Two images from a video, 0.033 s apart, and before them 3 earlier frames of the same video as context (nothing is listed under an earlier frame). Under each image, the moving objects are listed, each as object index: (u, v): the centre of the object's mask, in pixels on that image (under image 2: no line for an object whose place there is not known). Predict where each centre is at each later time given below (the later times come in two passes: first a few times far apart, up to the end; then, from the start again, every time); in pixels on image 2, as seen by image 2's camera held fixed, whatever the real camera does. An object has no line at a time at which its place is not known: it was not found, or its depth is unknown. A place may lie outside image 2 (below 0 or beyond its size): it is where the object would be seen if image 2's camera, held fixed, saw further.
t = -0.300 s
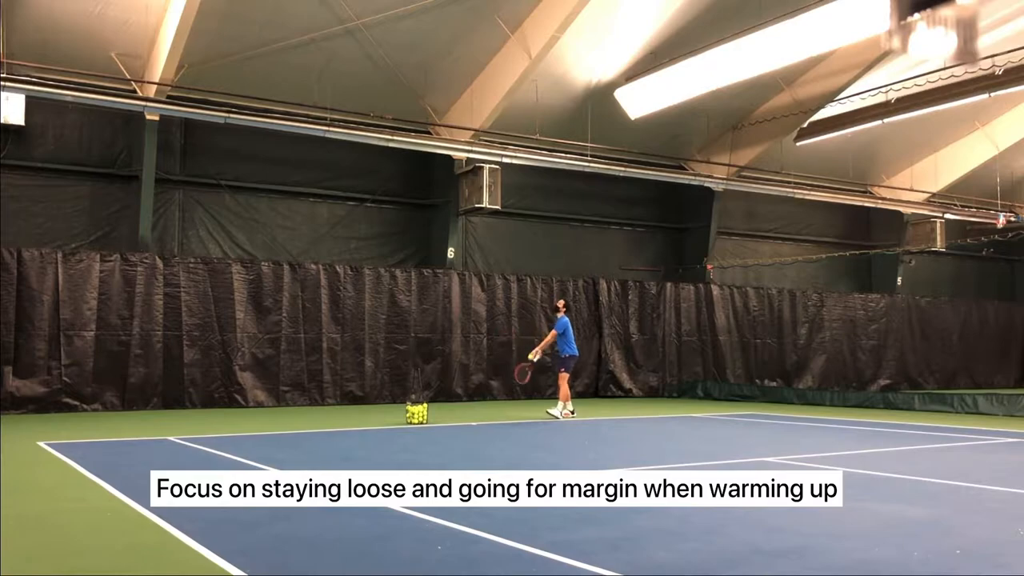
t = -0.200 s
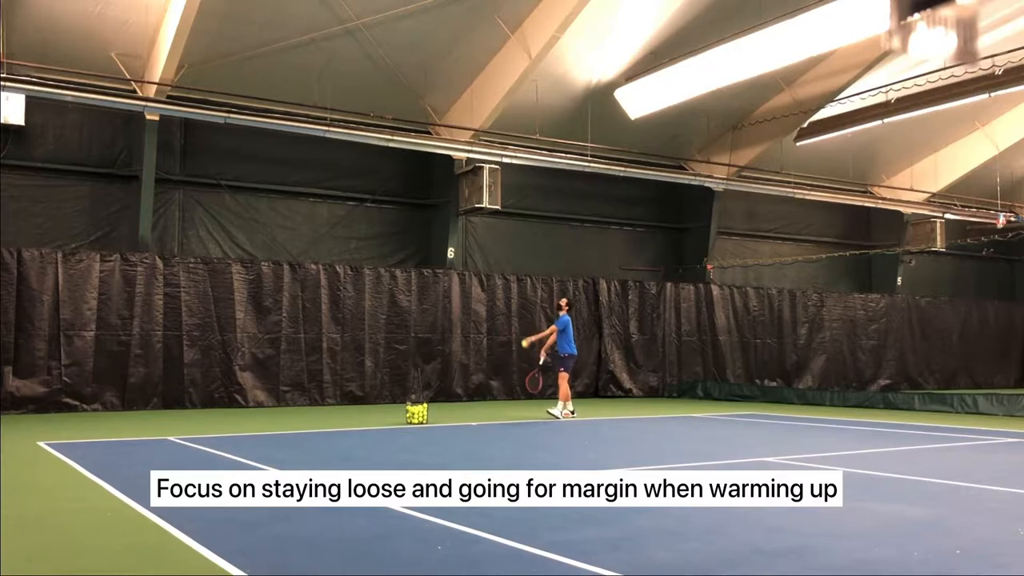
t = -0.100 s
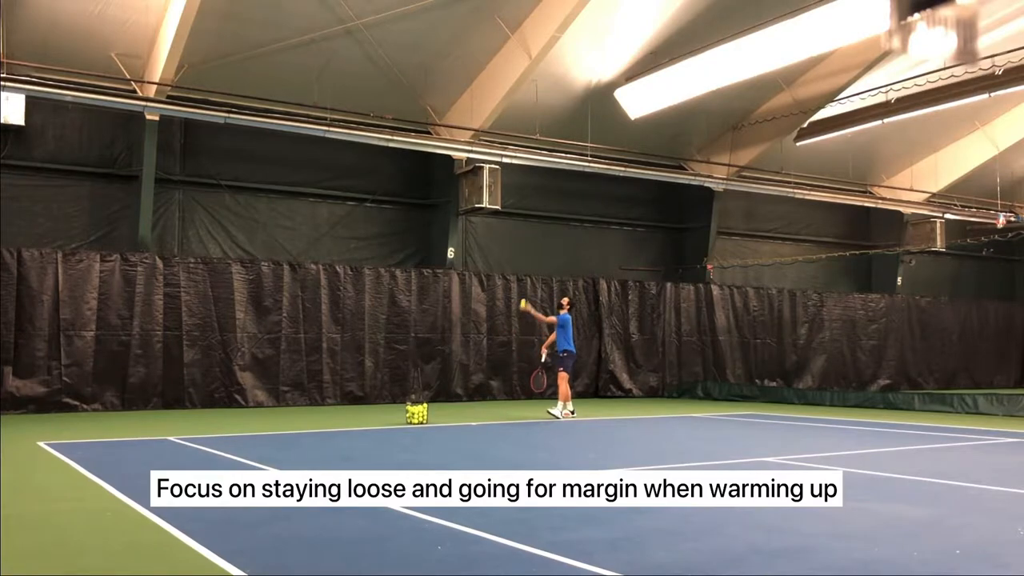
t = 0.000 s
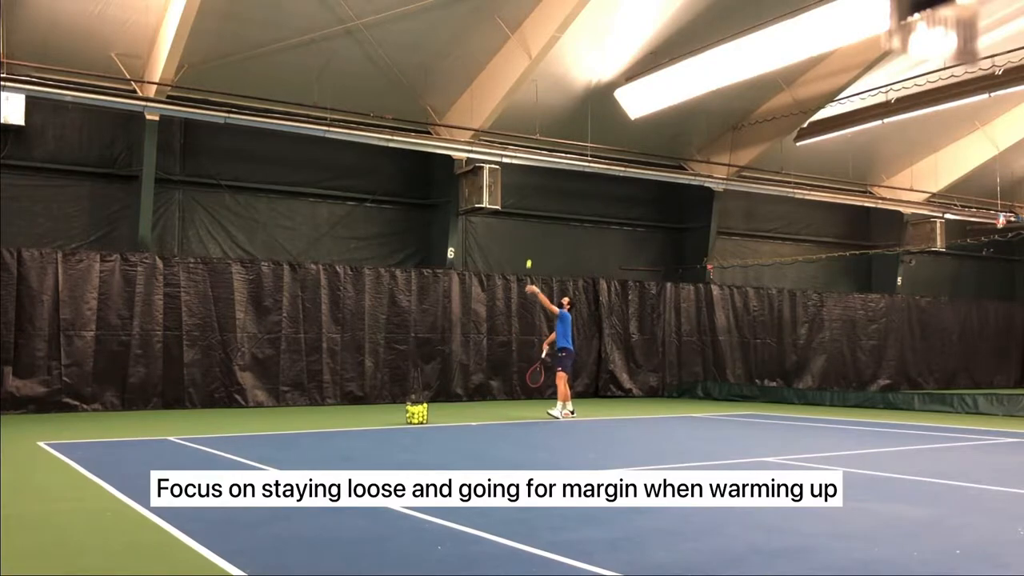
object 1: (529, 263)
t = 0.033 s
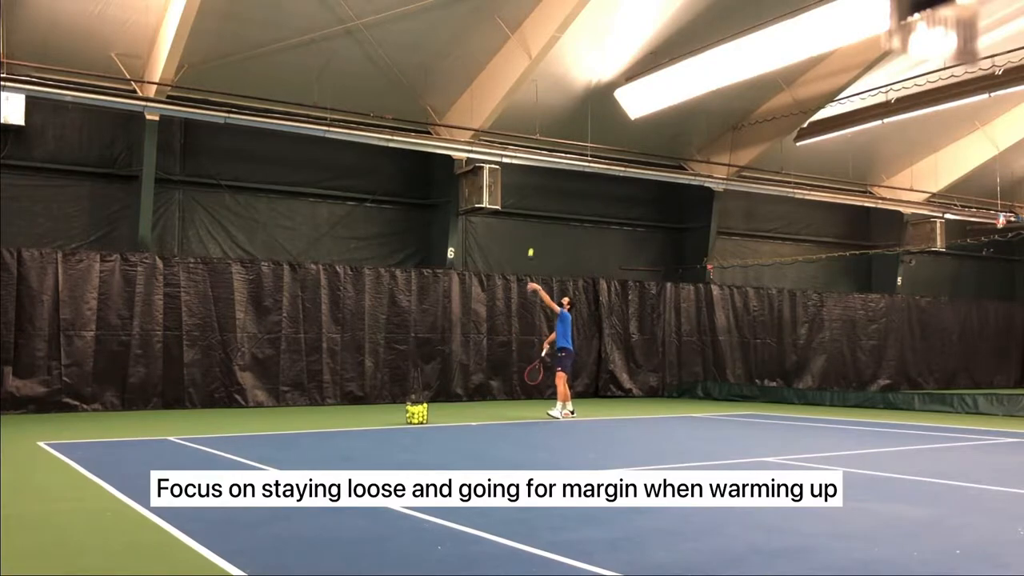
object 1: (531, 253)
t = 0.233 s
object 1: (544, 198)
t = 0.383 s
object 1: (553, 175)
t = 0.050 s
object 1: (532, 247)
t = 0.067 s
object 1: (533, 241)
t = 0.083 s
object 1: (534, 236)
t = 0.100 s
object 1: (535, 231)
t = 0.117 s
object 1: (536, 226)
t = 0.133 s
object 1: (537, 222)
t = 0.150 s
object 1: (538, 217)
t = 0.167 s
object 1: (539, 213)
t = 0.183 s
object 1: (540, 209)
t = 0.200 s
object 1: (541, 205)
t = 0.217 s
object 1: (542, 202)
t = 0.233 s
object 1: (544, 198)
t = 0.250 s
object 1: (545, 195)
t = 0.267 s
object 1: (546, 191)
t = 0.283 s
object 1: (547, 188)
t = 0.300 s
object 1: (549, 186)
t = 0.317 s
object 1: (551, 183)
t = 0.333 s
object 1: (552, 181)
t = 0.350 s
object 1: (552, 179)
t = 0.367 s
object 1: (554, 177)
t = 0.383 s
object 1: (553, 175)
